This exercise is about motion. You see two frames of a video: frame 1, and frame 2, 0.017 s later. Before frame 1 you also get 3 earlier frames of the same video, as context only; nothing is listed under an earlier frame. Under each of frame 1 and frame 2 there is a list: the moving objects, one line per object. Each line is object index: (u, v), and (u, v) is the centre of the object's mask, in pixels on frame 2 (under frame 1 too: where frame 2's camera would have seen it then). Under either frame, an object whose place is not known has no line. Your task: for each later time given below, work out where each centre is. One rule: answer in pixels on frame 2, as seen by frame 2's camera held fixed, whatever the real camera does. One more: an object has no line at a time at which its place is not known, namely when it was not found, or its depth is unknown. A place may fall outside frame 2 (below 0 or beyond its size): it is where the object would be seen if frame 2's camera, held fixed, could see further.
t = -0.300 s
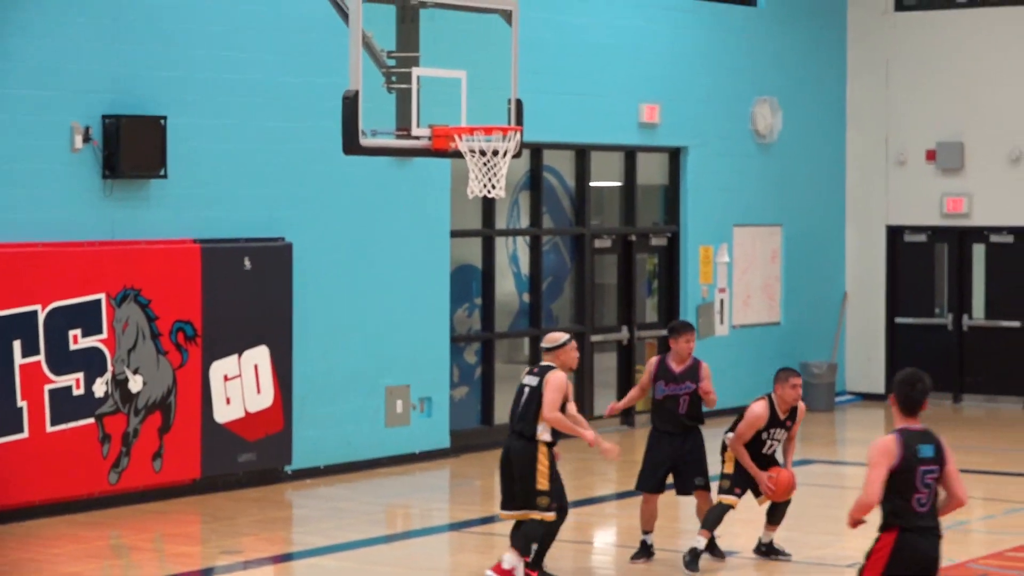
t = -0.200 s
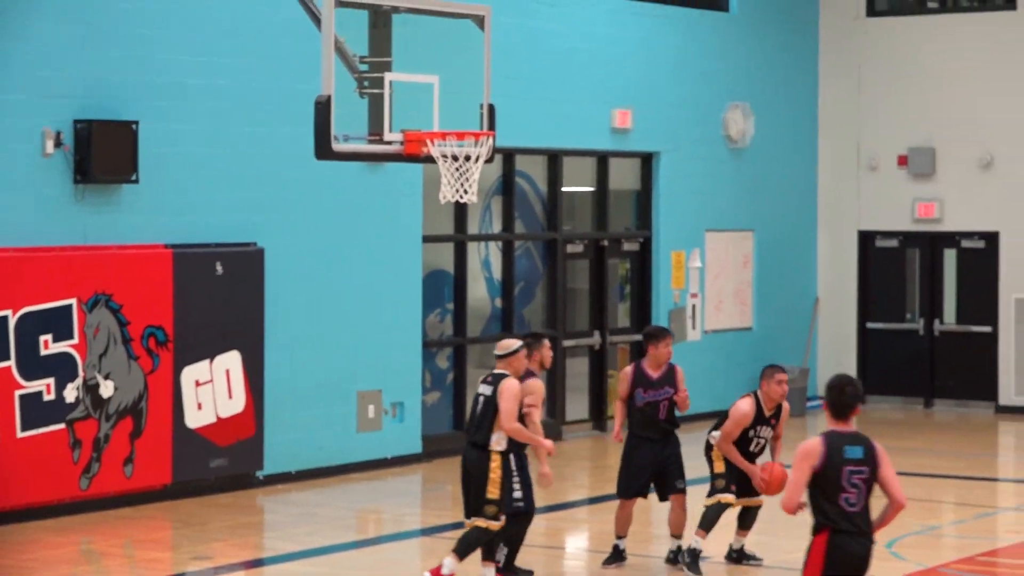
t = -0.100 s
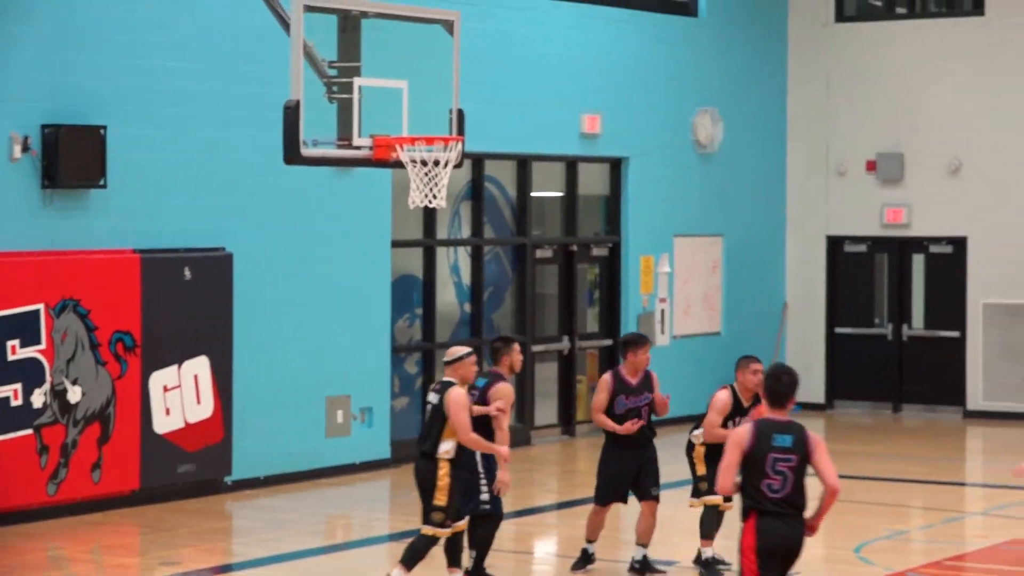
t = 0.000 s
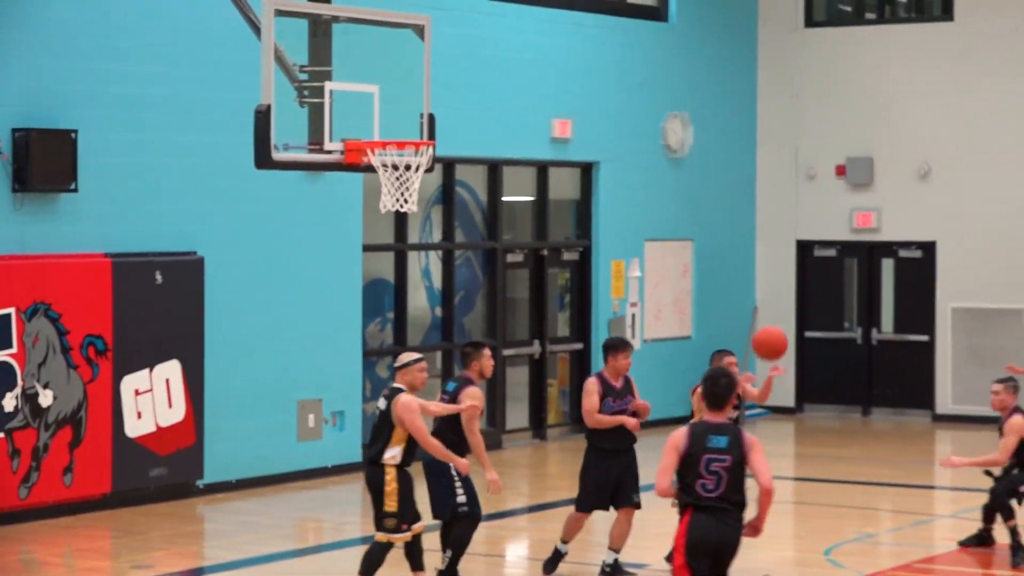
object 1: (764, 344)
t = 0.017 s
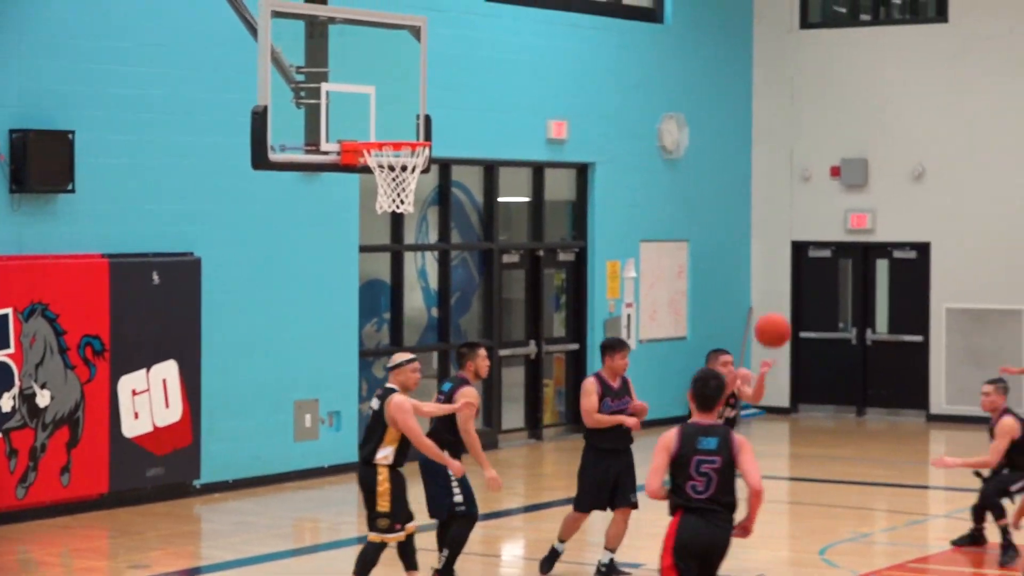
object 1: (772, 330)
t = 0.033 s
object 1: (781, 317)
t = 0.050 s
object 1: (790, 304)
